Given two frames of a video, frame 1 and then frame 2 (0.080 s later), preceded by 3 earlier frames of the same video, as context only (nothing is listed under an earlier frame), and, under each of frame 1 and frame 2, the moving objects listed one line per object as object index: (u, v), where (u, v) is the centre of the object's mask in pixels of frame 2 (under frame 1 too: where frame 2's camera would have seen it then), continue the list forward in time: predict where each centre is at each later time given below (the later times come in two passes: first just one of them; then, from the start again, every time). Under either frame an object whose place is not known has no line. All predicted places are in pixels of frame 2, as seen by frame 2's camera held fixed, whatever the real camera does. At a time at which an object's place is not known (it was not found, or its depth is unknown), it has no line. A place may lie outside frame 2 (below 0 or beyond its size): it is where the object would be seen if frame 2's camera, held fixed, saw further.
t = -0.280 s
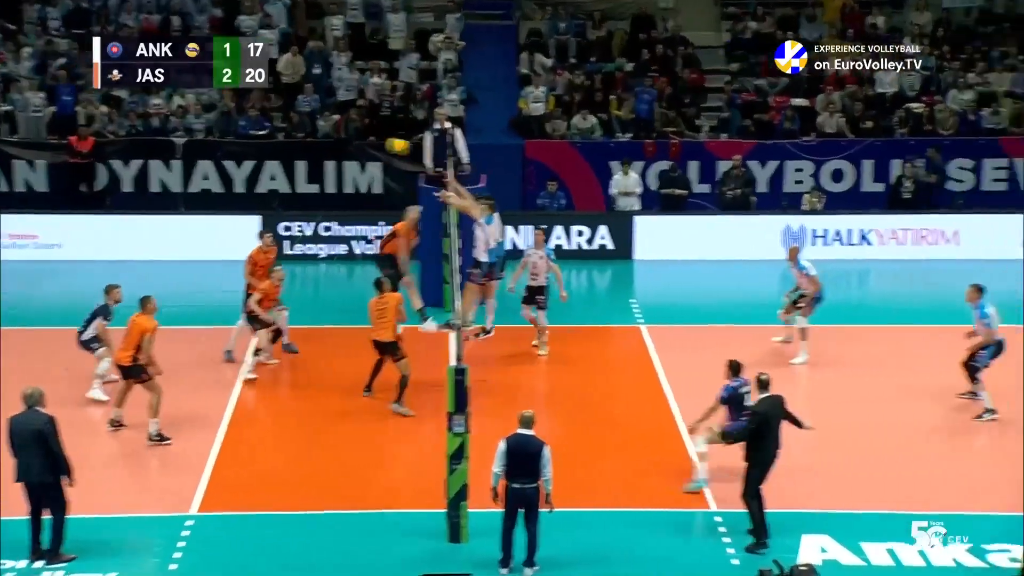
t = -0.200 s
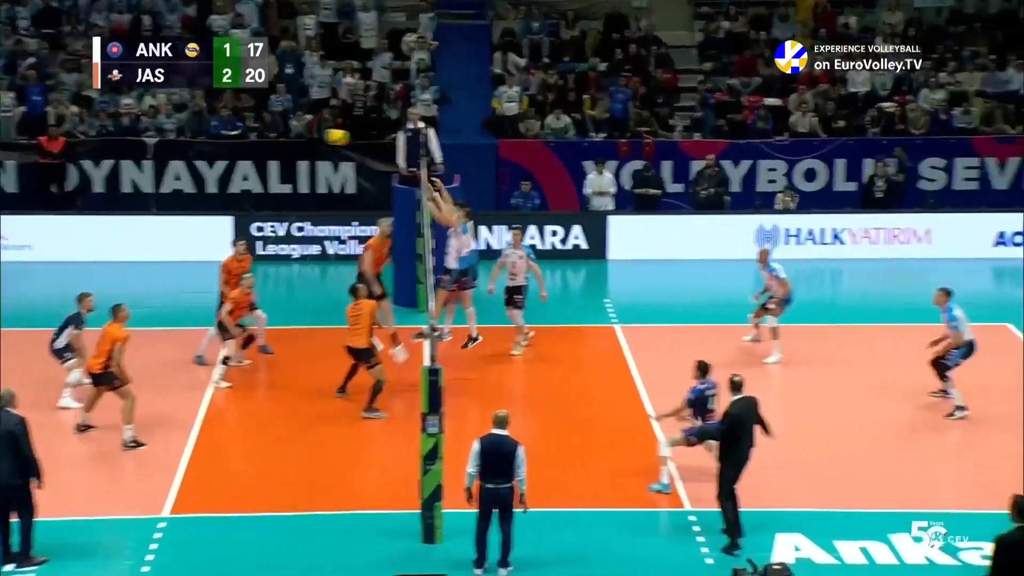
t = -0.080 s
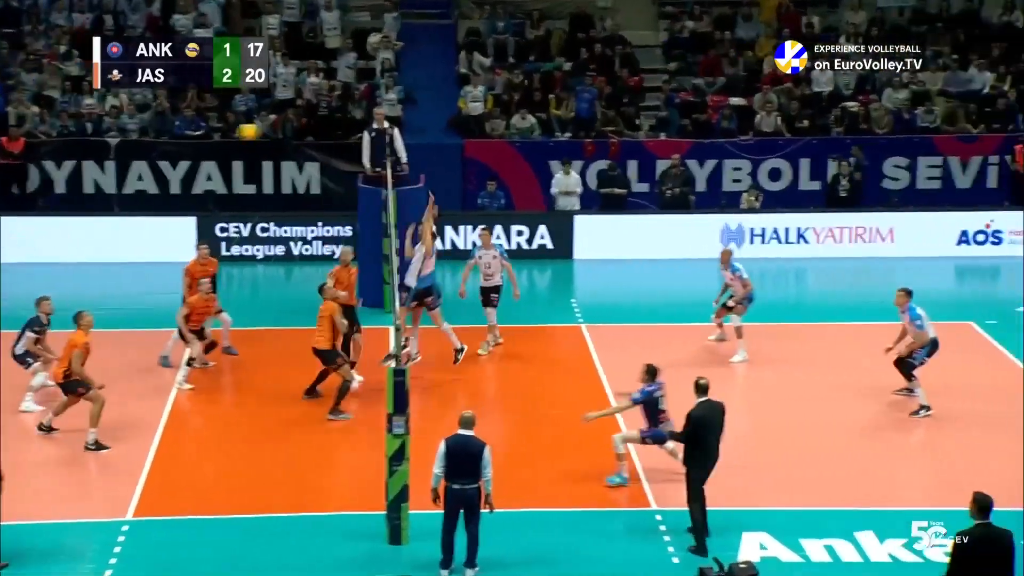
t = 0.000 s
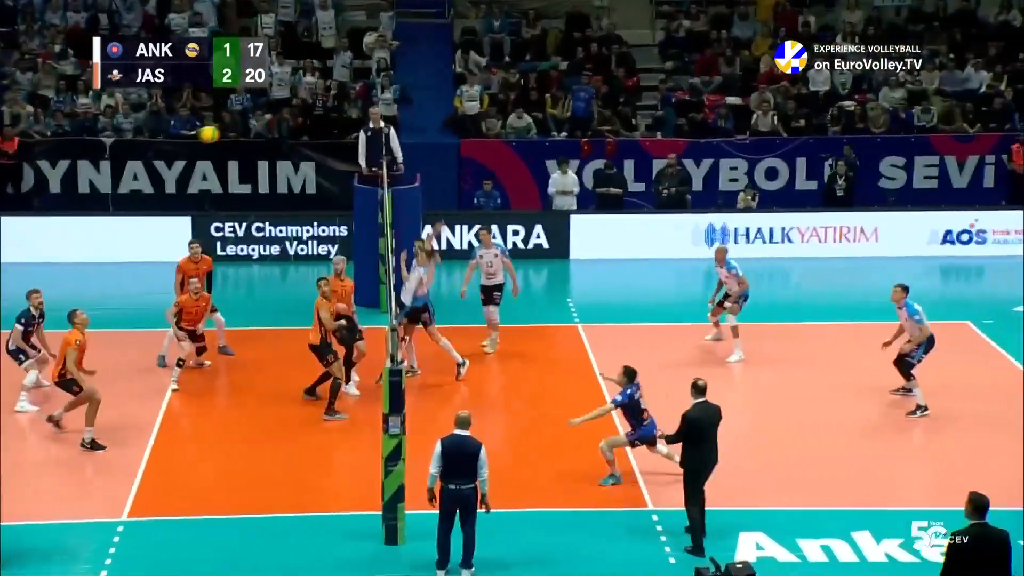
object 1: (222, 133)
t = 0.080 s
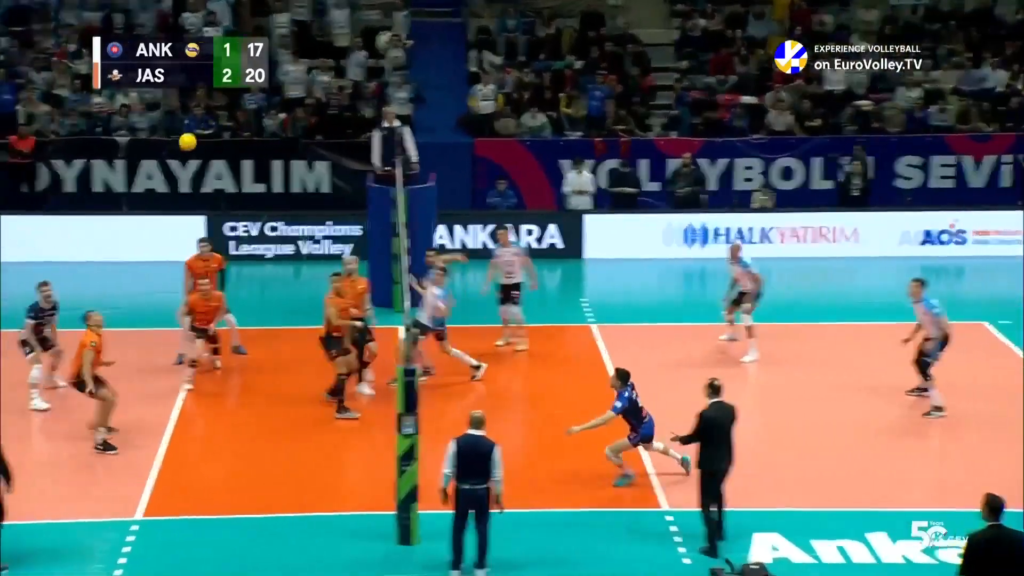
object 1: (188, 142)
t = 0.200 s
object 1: (136, 164)
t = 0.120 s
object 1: (170, 148)
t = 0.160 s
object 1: (153, 155)
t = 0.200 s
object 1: (136, 164)
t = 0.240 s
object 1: (120, 173)
